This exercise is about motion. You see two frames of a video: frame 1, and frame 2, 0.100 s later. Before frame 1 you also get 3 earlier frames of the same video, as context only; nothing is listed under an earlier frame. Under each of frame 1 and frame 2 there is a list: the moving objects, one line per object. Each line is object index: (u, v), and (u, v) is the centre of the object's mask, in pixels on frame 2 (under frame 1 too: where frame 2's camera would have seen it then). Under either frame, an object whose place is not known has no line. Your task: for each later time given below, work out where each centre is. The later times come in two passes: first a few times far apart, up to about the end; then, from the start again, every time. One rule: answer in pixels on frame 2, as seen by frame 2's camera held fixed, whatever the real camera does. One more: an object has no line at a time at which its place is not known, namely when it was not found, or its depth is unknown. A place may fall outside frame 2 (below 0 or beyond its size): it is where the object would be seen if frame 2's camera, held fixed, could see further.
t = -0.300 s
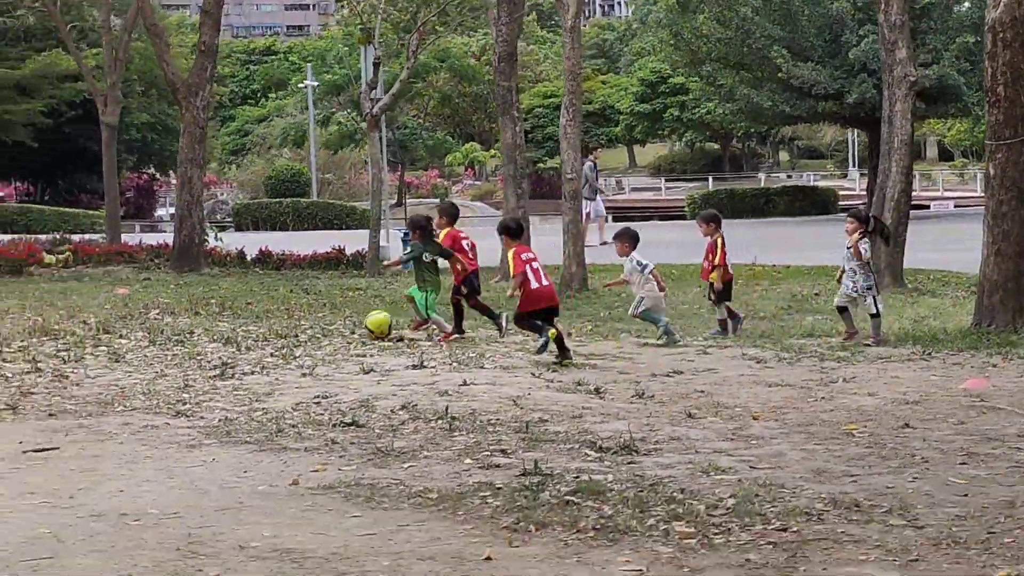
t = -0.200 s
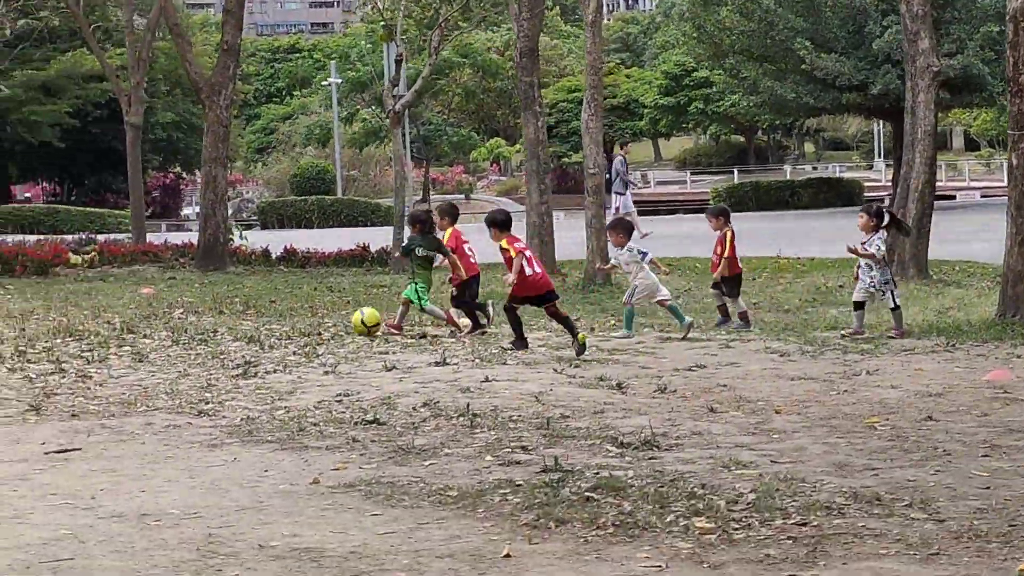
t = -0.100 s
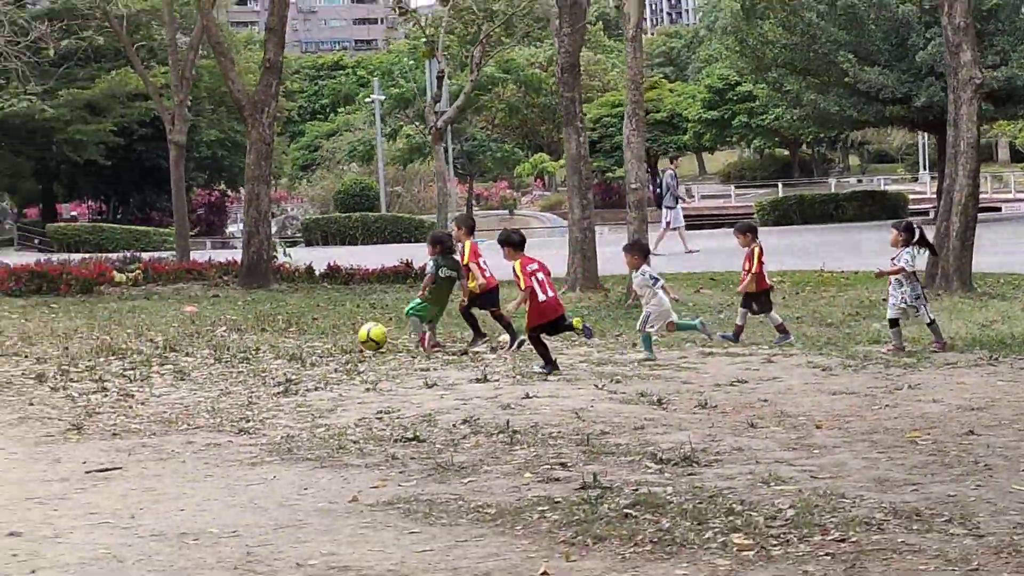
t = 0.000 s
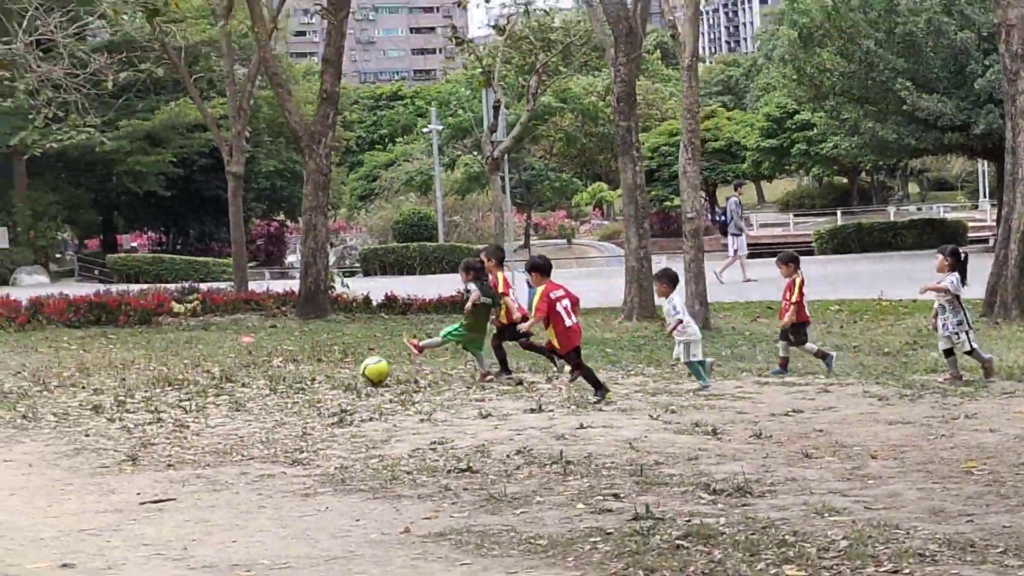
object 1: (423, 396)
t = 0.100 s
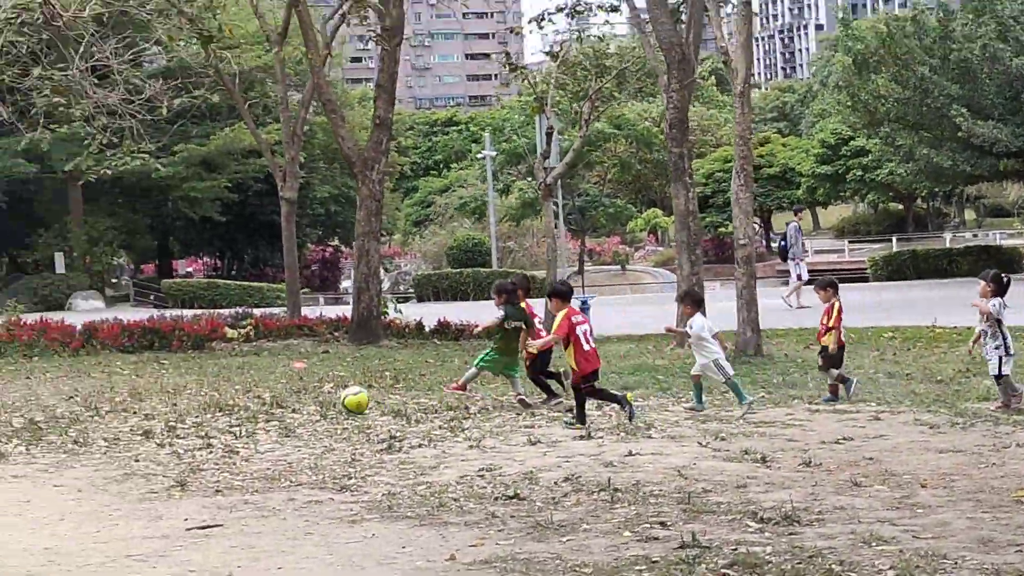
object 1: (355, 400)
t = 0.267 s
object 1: (260, 399)
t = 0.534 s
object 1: (124, 403)
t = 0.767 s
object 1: (13, 393)
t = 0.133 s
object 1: (335, 399)
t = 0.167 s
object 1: (316, 400)
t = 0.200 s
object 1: (296, 402)
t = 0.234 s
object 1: (277, 402)
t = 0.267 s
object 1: (260, 399)
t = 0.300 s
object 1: (242, 399)
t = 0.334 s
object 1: (225, 399)
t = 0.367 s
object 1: (209, 400)
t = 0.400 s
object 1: (191, 404)
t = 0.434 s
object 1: (175, 408)
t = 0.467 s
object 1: (157, 405)
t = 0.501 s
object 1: (141, 403)
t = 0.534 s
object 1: (124, 403)
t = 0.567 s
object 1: (107, 404)
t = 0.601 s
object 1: (89, 407)
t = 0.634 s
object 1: (73, 411)
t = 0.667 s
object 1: (57, 412)
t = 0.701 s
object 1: (43, 405)
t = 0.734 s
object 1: (28, 398)
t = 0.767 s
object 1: (13, 393)
